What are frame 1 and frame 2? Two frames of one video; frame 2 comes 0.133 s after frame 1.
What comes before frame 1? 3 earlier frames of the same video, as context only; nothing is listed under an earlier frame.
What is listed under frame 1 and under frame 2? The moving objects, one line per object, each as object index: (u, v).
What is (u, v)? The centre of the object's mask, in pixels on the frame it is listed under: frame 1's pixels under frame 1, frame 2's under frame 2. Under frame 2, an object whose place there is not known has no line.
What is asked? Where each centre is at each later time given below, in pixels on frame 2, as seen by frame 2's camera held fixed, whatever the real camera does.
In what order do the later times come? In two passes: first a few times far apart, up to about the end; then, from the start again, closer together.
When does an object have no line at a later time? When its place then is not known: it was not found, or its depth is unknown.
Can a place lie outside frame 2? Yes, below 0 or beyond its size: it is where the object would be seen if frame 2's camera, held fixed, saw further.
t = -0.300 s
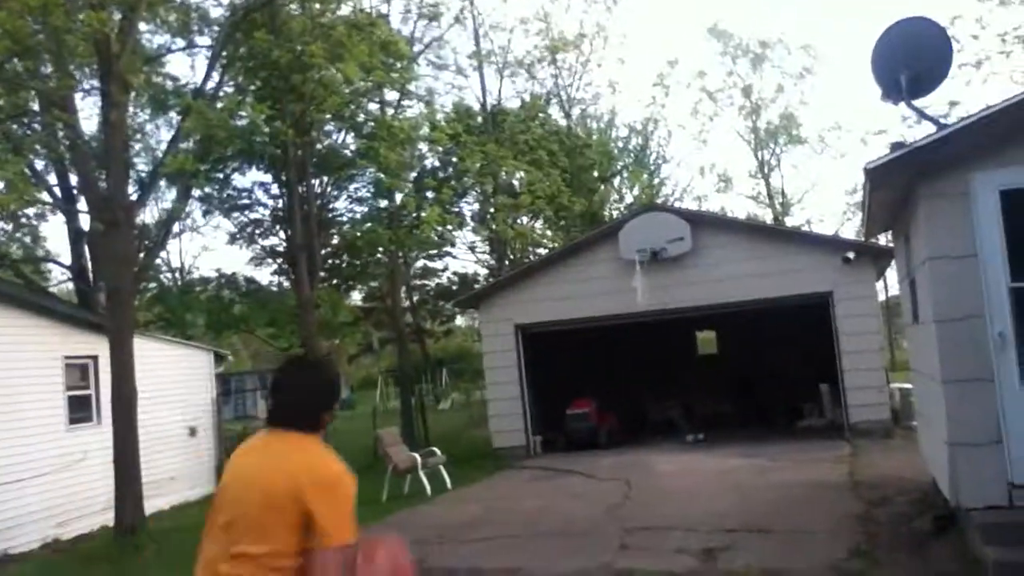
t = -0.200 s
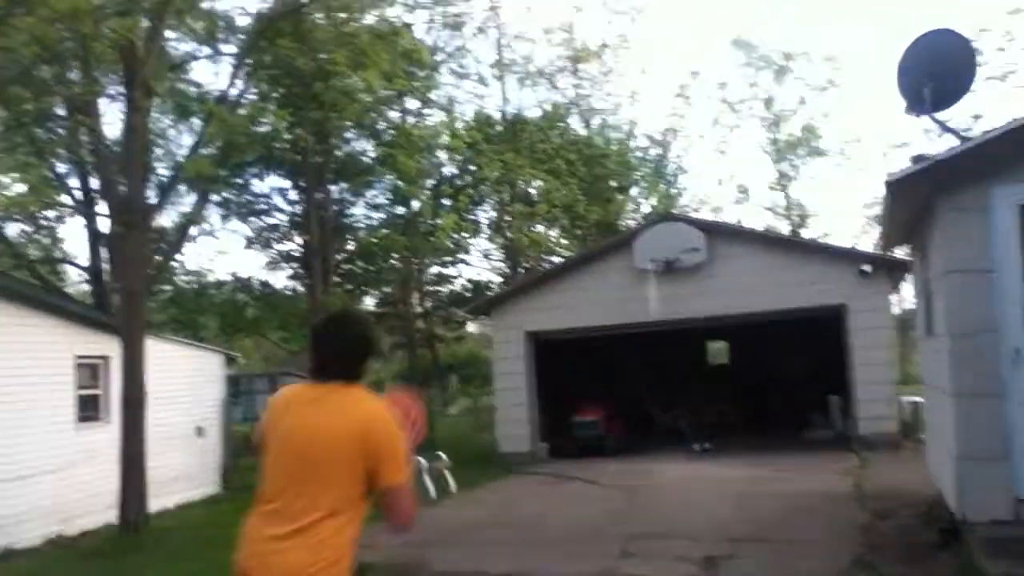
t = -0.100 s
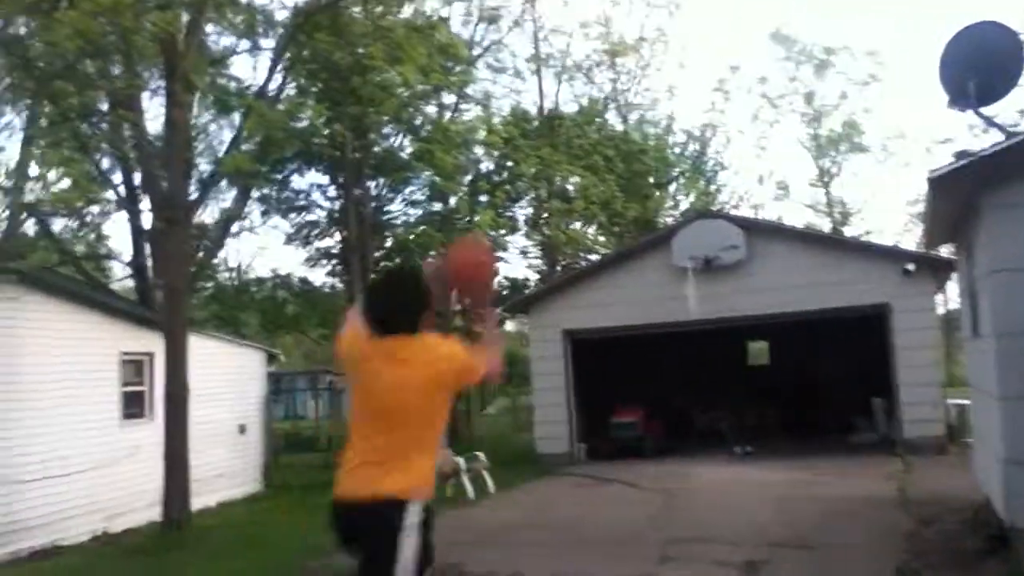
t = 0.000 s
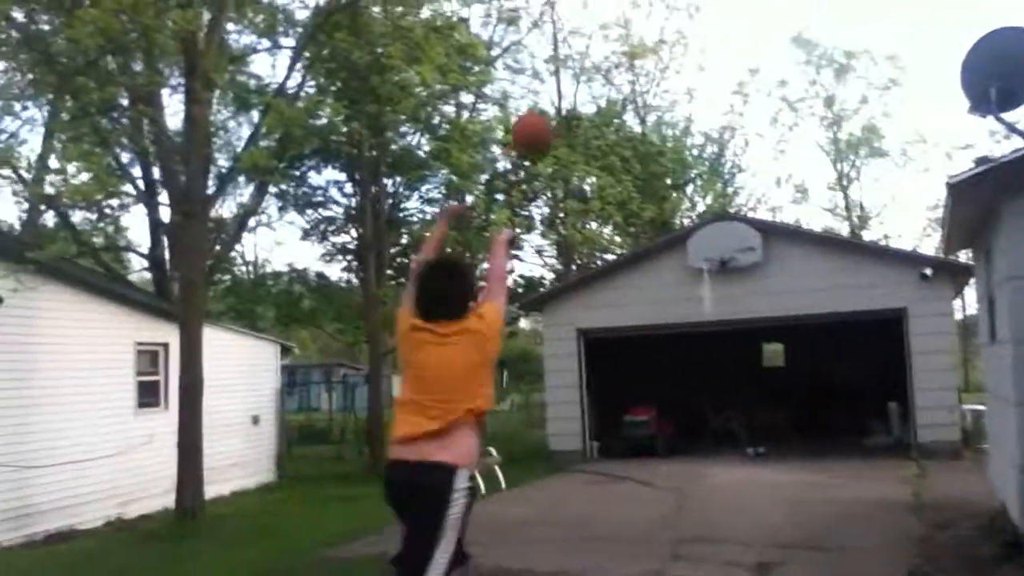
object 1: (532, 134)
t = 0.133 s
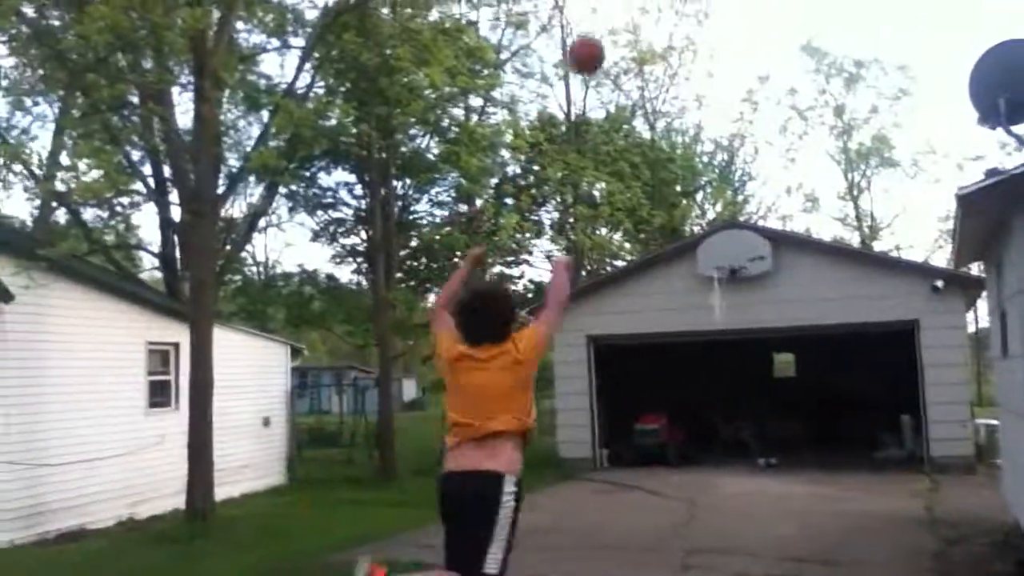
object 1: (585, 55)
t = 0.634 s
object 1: (669, 51)
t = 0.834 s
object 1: (689, 105)
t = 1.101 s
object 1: (709, 199)
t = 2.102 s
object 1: (915, 385)
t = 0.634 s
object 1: (669, 51)
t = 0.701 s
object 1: (677, 68)
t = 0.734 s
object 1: (679, 76)
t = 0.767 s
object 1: (682, 85)
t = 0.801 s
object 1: (686, 96)
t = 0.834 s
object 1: (689, 105)
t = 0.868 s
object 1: (691, 115)
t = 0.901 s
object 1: (694, 128)
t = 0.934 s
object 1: (697, 138)
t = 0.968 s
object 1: (698, 149)
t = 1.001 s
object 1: (701, 163)
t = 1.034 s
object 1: (705, 174)
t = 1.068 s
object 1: (707, 185)
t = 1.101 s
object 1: (709, 199)
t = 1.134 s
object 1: (710, 212)
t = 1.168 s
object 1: (711, 225)
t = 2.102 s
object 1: (915, 385)
